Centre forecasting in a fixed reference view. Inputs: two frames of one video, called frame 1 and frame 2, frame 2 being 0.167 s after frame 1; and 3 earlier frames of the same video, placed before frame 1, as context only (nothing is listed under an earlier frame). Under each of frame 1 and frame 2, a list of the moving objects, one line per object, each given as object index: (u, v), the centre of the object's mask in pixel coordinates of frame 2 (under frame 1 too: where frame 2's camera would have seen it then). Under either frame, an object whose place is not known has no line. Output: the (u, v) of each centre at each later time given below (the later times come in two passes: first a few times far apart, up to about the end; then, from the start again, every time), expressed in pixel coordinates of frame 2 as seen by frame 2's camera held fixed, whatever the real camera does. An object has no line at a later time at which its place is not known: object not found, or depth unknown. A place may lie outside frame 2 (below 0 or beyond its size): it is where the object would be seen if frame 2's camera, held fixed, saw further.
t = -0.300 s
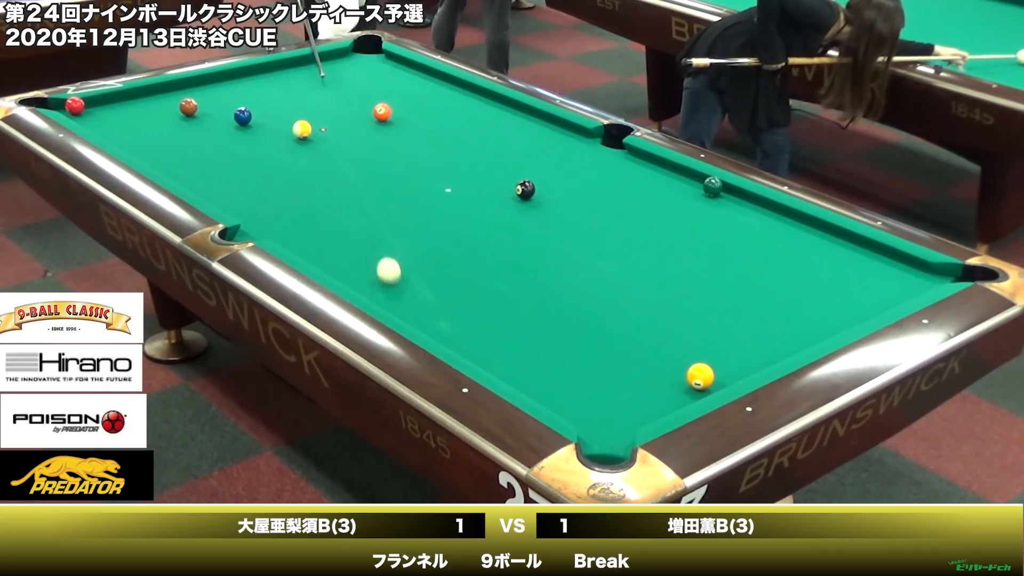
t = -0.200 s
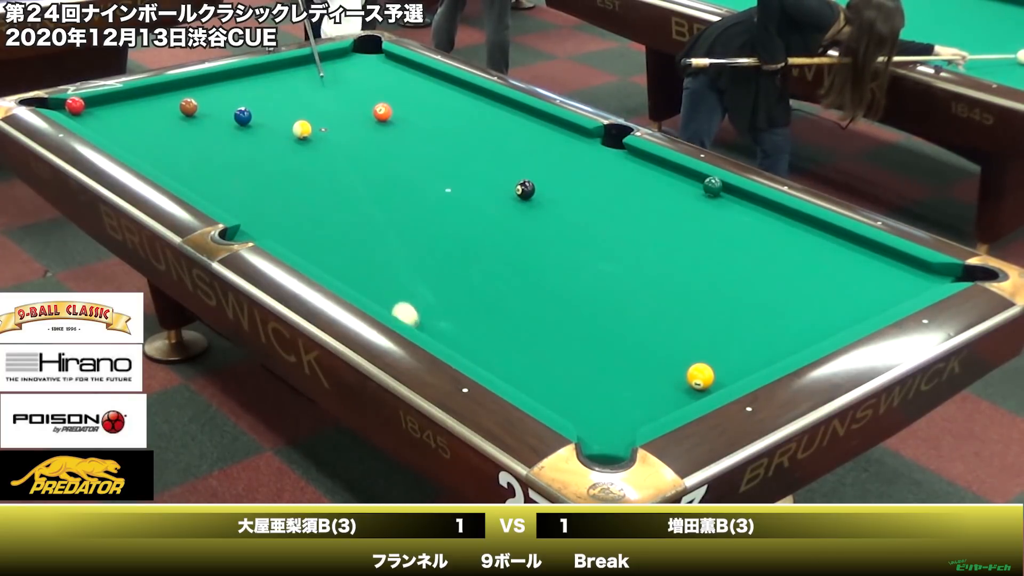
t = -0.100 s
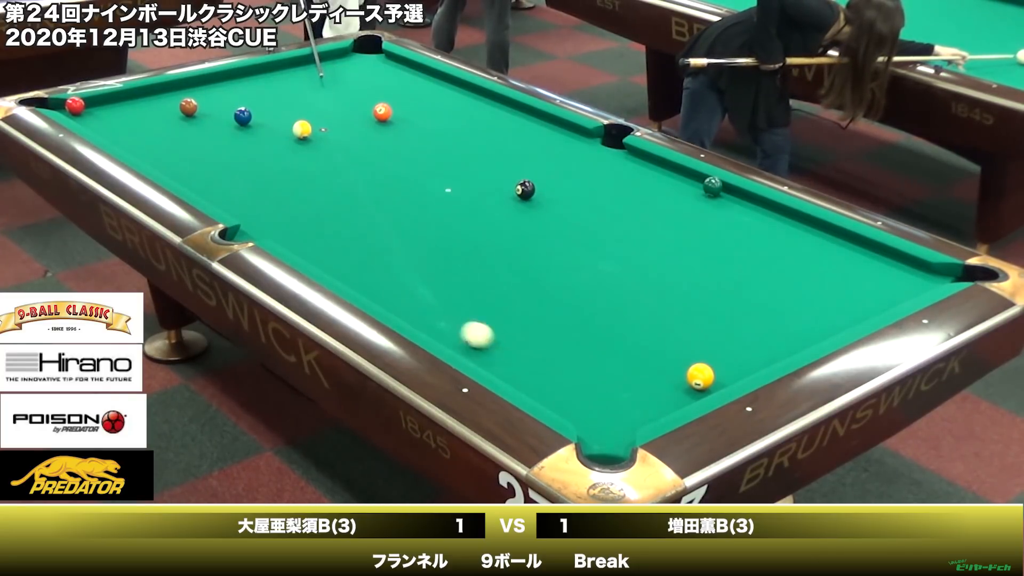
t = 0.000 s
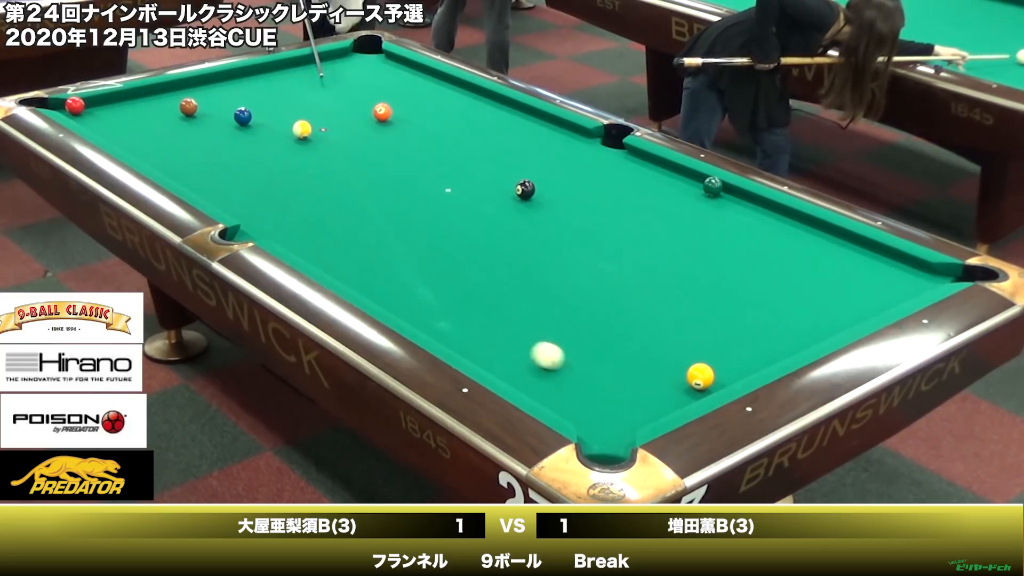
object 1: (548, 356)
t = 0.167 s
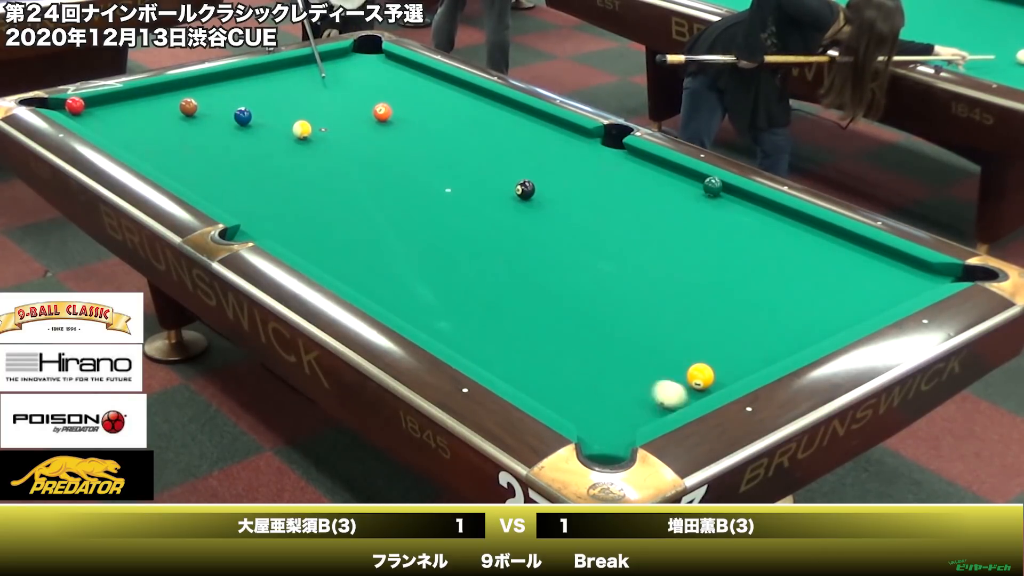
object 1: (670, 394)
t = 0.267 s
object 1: (672, 378)
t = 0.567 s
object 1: (638, 312)
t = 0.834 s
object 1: (617, 266)
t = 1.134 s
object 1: (597, 222)
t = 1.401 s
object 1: (582, 188)
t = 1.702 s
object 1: (567, 155)
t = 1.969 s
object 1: (556, 130)
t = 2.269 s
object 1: (521, 114)
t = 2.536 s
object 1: (480, 106)
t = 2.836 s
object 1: (437, 98)
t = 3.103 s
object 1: (401, 91)
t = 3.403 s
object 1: (363, 84)
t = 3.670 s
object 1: (332, 78)
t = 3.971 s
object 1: (299, 72)
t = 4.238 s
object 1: (272, 67)
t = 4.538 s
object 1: (266, 72)
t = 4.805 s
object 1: (263, 77)
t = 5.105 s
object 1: (260, 83)
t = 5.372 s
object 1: (258, 87)
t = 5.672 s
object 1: (255, 92)
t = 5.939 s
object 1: (254, 95)
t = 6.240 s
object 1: (252, 99)
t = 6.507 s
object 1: (251, 101)
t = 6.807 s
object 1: (249, 103)
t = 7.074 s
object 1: (249, 104)
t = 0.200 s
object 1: (685, 396)
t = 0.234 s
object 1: (679, 388)
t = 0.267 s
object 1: (672, 378)
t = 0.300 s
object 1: (666, 369)
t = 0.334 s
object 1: (661, 360)
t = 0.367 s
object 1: (656, 353)
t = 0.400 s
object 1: (653, 345)
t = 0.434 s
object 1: (650, 338)
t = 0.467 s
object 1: (647, 332)
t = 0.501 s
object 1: (644, 325)
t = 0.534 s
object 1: (641, 318)
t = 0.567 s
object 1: (638, 312)
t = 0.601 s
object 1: (635, 306)
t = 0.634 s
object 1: (633, 300)
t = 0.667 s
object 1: (630, 294)
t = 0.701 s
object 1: (627, 288)
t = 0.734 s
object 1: (625, 282)
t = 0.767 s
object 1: (622, 276)
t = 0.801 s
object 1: (620, 271)
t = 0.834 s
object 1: (617, 266)
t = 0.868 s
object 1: (615, 260)
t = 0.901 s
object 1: (613, 255)
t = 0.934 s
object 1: (610, 250)
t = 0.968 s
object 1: (608, 245)
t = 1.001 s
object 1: (606, 240)
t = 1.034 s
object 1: (604, 235)
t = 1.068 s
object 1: (602, 231)
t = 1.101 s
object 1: (599, 226)
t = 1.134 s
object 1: (597, 222)
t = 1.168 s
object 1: (595, 217)
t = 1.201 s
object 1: (593, 213)
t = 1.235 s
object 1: (592, 208)
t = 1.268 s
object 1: (590, 204)
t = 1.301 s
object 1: (588, 200)
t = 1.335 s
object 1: (586, 196)
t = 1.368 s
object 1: (584, 192)
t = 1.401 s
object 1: (582, 188)
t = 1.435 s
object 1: (580, 184)
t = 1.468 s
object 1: (579, 180)
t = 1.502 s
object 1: (577, 176)
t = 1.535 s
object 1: (575, 173)
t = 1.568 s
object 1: (574, 169)
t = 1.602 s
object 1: (572, 166)
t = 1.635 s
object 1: (571, 162)
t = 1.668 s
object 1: (569, 159)
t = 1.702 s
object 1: (567, 155)
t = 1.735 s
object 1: (566, 152)
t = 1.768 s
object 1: (565, 149)
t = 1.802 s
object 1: (563, 145)
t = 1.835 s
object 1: (562, 142)
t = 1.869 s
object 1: (560, 139)
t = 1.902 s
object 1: (559, 136)
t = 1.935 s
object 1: (558, 133)
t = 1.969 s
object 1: (556, 130)
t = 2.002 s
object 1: (555, 127)
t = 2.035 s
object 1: (554, 124)
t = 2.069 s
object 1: (552, 121)
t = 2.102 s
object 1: (549, 119)
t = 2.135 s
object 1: (544, 118)
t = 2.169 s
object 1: (538, 117)
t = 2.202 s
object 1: (532, 116)
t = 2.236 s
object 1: (527, 115)
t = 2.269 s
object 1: (521, 114)
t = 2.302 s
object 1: (516, 113)
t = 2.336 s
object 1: (511, 112)
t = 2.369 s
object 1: (506, 111)
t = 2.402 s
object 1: (500, 110)
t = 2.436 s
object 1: (495, 109)
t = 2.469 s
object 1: (490, 108)
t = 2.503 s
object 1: (485, 107)
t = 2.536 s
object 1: (480, 106)
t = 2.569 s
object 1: (475, 105)
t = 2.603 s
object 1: (470, 104)
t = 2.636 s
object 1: (465, 103)
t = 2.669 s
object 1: (460, 102)
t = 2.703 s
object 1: (455, 102)
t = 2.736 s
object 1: (451, 101)
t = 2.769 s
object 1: (446, 100)
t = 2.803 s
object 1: (442, 99)
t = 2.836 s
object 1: (437, 98)
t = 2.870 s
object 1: (432, 97)
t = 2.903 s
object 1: (428, 96)
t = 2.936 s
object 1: (423, 95)
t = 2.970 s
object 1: (419, 94)
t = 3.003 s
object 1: (414, 94)
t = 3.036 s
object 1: (410, 93)
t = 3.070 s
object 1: (405, 92)
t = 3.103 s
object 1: (401, 91)
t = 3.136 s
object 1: (396, 90)
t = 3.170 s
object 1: (392, 90)
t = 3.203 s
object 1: (388, 89)
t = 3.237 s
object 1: (384, 88)
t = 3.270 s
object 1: (379, 87)
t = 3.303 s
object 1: (375, 86)
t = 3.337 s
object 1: (371, 85)
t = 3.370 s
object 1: (367, 85)
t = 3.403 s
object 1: (363, 84)
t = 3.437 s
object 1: (359, 83)
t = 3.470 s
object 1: (355, 82)
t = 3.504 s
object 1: (351, 82)
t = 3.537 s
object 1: (347, 81)
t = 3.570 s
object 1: (343, 80)
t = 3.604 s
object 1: (339, 80)
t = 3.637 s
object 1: (335, 79)
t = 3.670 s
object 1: (332, 78)
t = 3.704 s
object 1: (328, 78)
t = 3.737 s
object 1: (324, 77)
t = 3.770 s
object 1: (320, 76)
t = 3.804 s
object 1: (317, 75)
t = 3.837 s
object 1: (313, 75)
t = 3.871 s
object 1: (309, 74)
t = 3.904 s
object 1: (306, 73)
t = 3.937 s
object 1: (302, 72)
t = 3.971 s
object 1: (299, 72)
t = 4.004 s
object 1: (295, 71)
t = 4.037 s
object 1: (292, 71)
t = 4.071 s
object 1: (288, 70)
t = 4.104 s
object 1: (285, 69)
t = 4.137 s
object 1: (282, 69)
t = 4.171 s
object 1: (278, 68)
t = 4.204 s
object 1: (275, 67)
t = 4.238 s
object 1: (272, 67)
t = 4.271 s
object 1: (268, 66)
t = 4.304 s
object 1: (268, 67)
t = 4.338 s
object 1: (268, 68)
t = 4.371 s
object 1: (268, 68)
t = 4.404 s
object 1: (267, 69)
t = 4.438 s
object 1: (267, 70)
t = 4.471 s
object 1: (266, 70)
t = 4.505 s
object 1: (266, 71)
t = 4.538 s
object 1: (266, 72)
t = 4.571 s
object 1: (265, 72)
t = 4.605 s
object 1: (265, 73)
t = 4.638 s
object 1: (265, 74)
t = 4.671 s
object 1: (264, 74)
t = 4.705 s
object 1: (264, 75)
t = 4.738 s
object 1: (264, 76)
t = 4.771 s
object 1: (264, 77)
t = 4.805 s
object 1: (263, 77)
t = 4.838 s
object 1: (263, 78)
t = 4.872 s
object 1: (263, 78)
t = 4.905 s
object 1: (262, 79)
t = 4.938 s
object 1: (262, 80)
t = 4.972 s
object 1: (261, 80)
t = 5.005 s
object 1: (261, 81)
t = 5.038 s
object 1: (261, 82)
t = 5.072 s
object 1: (260, 82)
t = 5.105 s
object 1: (260, 83)
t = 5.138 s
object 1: (260, 83)
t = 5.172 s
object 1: (260, 84)
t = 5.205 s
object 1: (259, 84)
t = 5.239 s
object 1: (259, 85)
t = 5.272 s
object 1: (258, 86)
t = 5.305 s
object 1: (258, 86)
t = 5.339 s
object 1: (258, 87)
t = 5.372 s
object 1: (258, 87)
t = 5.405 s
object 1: (257, 88)
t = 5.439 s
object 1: (257, 88)
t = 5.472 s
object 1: (257, 89)
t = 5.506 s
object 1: (256, 89)
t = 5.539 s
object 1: (256, 90)
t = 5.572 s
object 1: (256, 90)
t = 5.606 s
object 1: (256, 91)
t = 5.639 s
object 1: (256, 91)
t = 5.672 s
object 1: (255, 92)
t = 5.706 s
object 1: (255, 92)
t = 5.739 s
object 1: (255, 93)
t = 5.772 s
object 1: (254, 93)
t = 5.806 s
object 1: (254, 94)
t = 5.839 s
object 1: (254, 94)
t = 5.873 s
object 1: (254, 94)
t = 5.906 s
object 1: (254, 95)
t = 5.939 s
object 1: (254, 95)
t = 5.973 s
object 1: (253, 96)
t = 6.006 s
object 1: (253, 96)
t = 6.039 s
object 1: (253, 97)
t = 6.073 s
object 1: (253, 97)
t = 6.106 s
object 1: (252, 97)
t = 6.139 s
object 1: (252, 98)
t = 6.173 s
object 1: (252, 98)
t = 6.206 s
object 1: (252, 98)
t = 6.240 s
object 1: (252, 99)
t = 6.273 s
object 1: (252, 99)
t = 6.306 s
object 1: (252, 100)
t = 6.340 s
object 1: (251, 100)
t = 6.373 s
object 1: (251, 100)
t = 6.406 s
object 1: (251, 100)
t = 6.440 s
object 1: (251, 101)
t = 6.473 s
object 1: (251, 101)
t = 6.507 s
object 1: (251, 101)
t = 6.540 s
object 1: (250, 101)
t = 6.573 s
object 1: (250, 102)
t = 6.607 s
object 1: (250, 102)
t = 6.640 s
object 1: (250, 102)
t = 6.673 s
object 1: (250, 102)
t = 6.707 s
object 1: (250, 103)
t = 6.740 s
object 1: (250, 103)
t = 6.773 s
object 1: (249, 103)
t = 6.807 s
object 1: (249, 103)
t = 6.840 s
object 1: (249, 103)
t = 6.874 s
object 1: (250, 103)
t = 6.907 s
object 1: (250, 103)
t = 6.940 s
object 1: (249, 104)
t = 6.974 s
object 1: (249, 104)
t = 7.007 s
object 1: (249, 104)
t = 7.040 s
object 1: (249, 104)
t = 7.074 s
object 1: (249, 104)
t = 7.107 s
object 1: (249, 104)
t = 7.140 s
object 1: (249, 104)
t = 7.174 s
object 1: (249, 104)
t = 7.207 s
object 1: (249, 104)
